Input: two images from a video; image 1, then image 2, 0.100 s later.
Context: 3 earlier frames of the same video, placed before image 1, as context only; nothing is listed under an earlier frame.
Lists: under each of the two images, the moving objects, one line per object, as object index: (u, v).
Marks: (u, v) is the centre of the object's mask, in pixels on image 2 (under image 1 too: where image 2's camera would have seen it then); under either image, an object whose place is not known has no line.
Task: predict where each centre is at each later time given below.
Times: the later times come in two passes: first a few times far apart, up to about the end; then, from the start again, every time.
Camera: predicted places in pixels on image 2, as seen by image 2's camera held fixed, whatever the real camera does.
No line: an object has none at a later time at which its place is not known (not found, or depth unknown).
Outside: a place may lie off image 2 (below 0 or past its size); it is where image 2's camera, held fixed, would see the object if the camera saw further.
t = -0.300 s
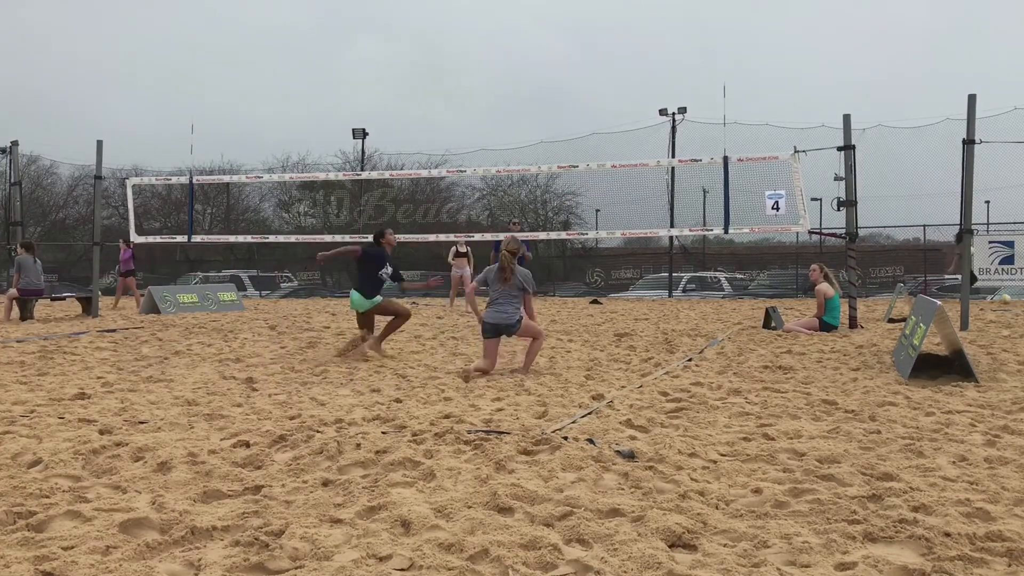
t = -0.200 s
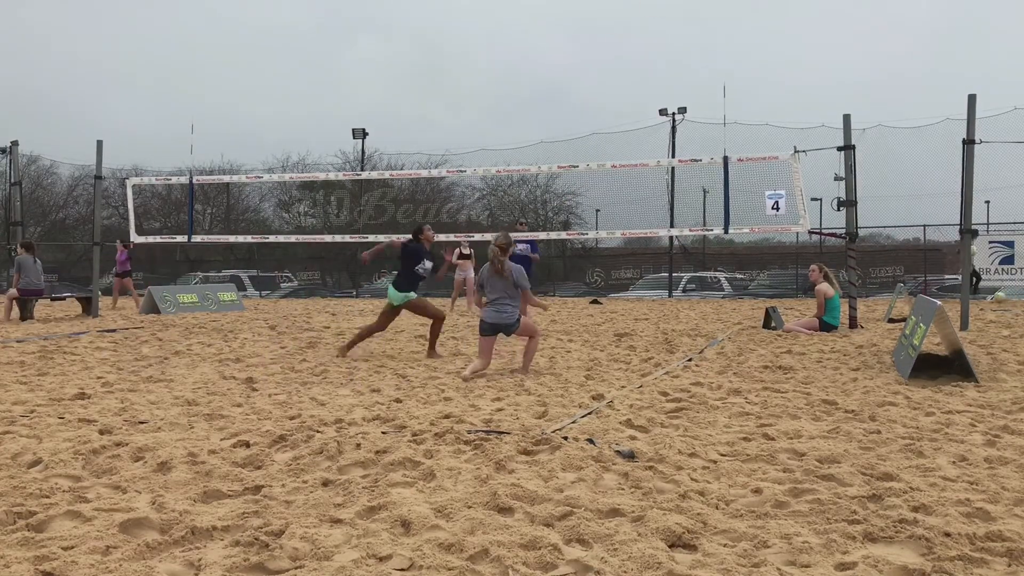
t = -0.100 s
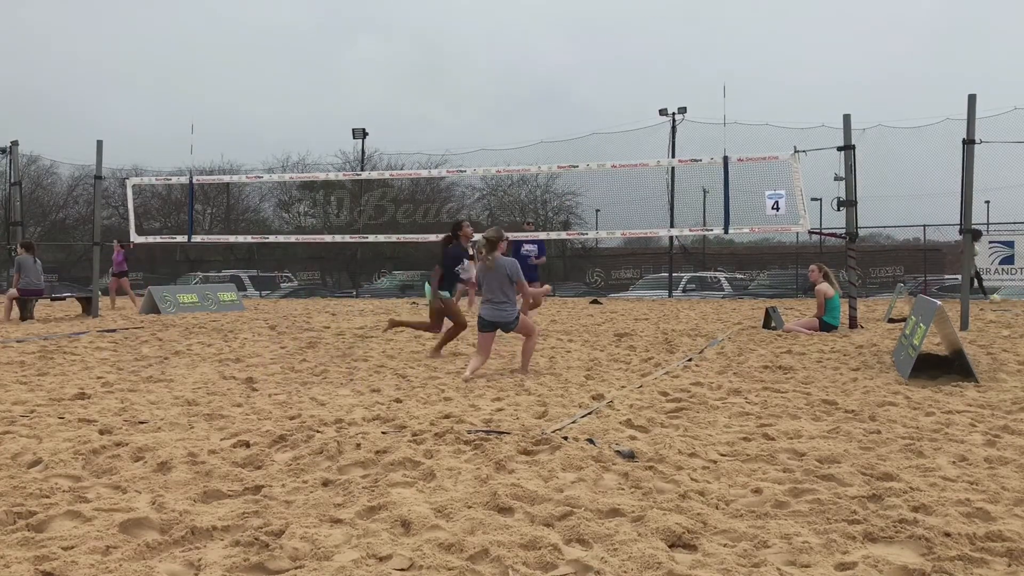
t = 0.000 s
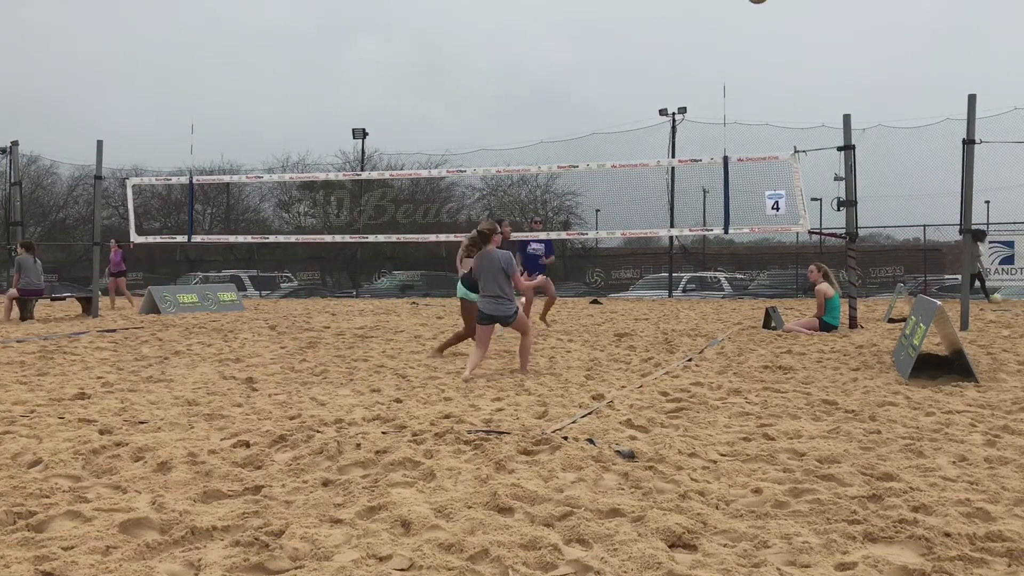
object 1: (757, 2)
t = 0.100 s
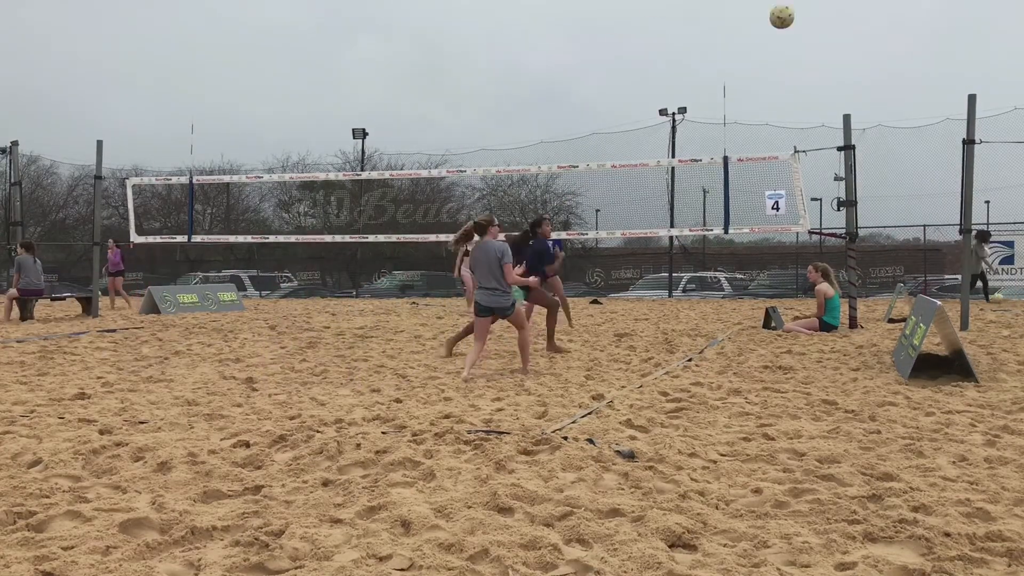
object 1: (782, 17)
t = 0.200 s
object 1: (806, 53)
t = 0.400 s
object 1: (854, 152)
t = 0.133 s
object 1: (789, 28)
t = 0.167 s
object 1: (798, 40)
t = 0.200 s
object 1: (806, 53)
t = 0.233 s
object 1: (814, 67)
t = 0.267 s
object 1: (822, 81)
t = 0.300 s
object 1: (830, 97)
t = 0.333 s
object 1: (838, 114)
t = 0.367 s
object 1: (846, 133)
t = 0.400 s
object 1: (854, 152)
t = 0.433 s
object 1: (862, 172)
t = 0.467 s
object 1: (870, 193)
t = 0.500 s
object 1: (878, 216)
